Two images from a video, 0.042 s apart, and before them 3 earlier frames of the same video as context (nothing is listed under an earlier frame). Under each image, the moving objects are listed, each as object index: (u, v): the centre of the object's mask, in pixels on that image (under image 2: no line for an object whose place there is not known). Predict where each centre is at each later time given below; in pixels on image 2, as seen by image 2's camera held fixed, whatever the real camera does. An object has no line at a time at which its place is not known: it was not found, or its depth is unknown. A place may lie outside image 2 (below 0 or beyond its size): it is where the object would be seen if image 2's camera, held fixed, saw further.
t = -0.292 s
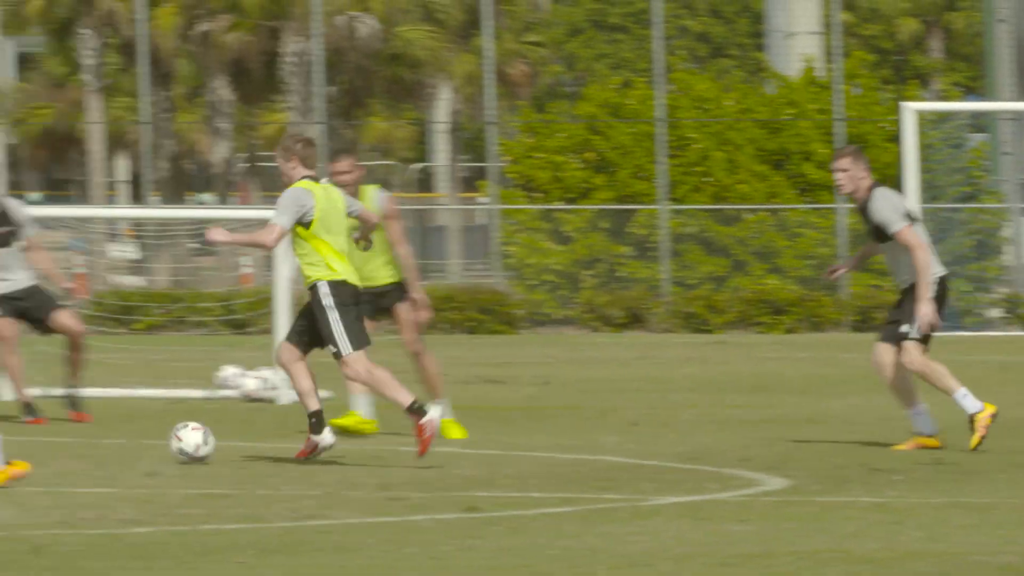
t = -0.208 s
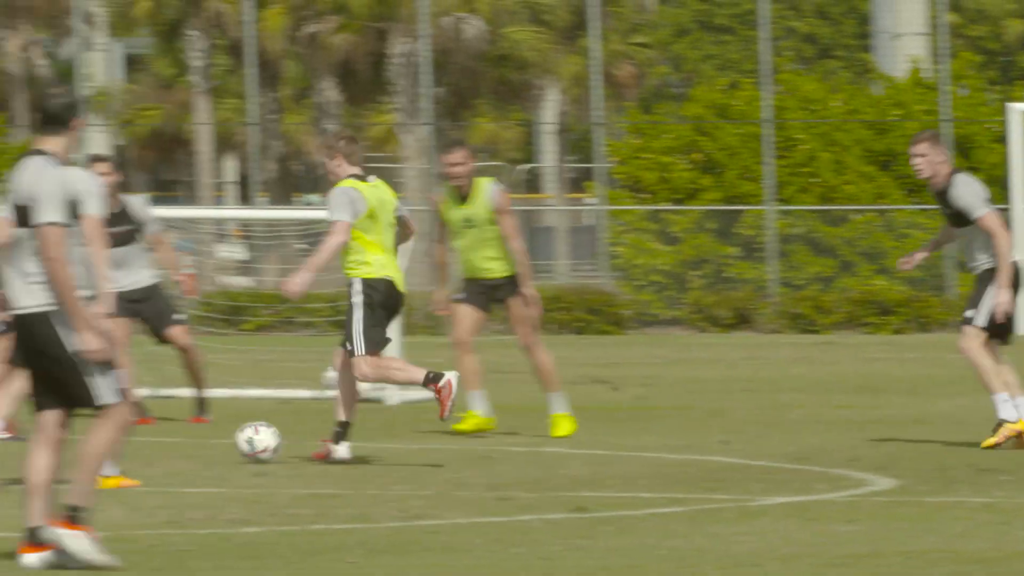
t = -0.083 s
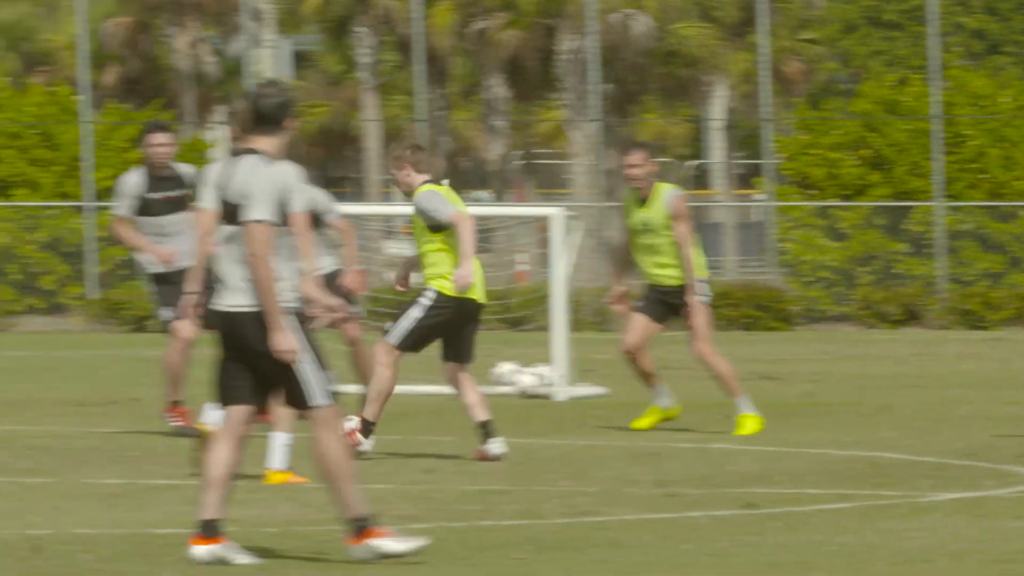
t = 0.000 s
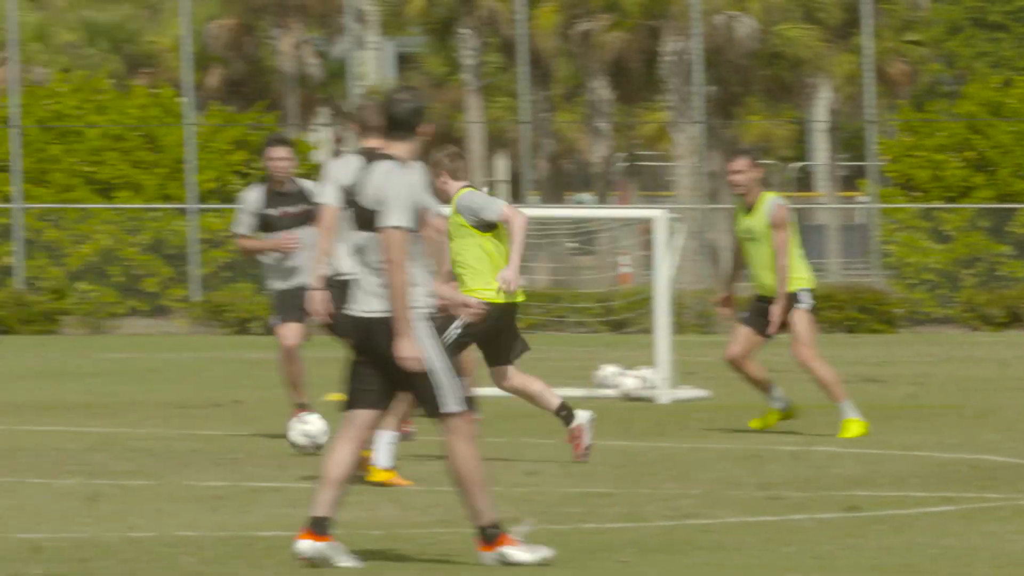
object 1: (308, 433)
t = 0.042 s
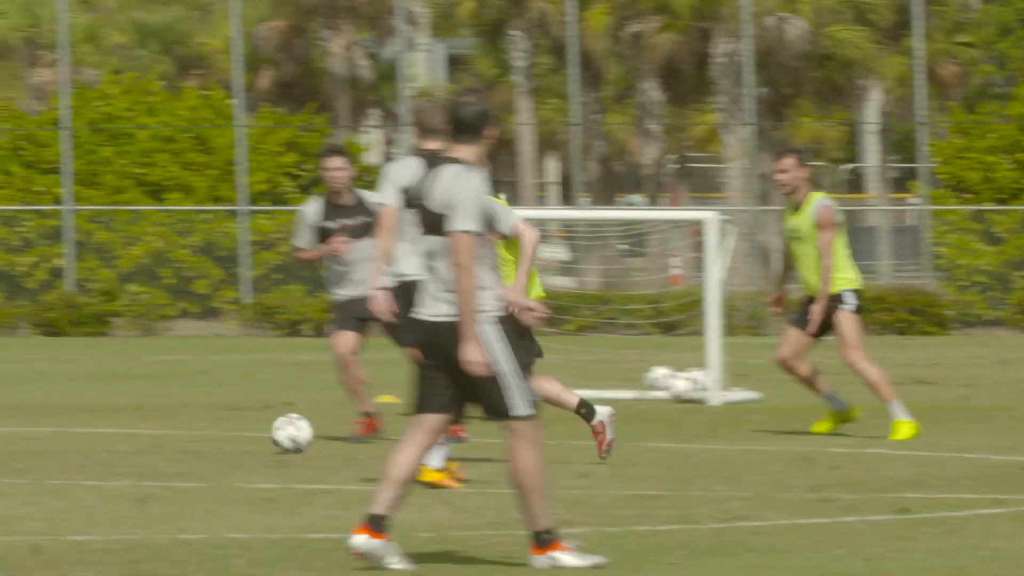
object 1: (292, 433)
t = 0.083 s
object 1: (233, 423)
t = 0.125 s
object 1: (176, 416)
